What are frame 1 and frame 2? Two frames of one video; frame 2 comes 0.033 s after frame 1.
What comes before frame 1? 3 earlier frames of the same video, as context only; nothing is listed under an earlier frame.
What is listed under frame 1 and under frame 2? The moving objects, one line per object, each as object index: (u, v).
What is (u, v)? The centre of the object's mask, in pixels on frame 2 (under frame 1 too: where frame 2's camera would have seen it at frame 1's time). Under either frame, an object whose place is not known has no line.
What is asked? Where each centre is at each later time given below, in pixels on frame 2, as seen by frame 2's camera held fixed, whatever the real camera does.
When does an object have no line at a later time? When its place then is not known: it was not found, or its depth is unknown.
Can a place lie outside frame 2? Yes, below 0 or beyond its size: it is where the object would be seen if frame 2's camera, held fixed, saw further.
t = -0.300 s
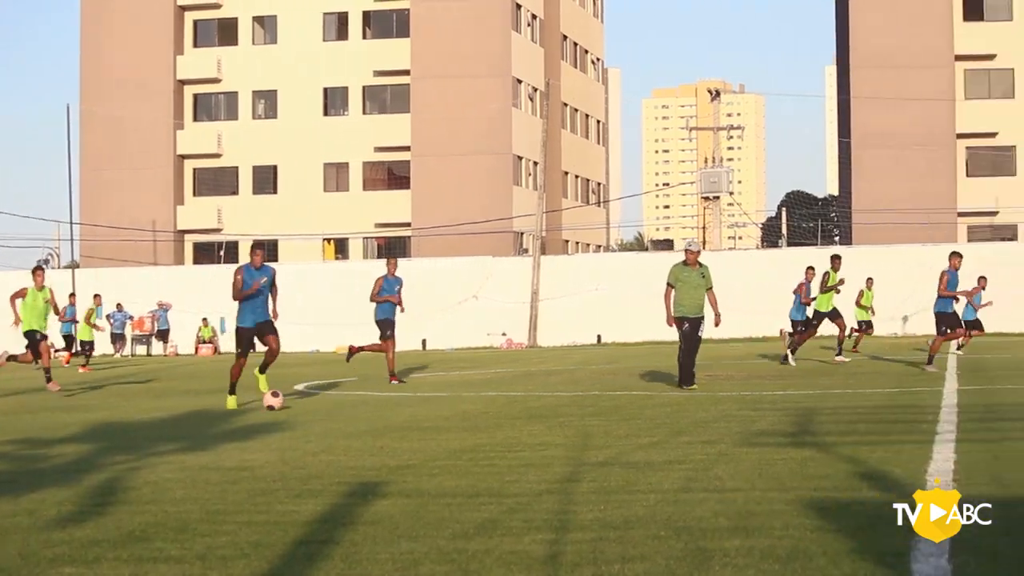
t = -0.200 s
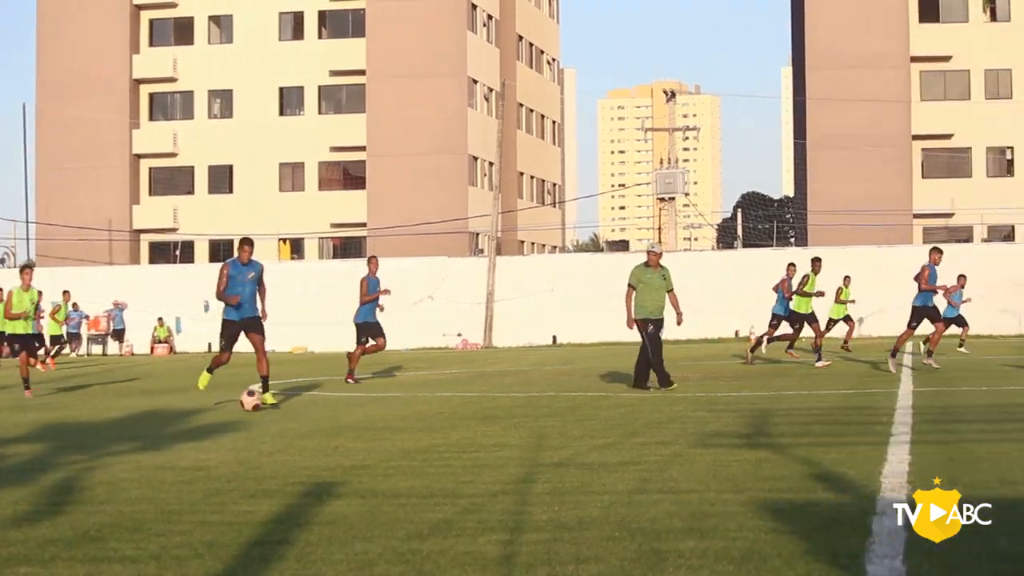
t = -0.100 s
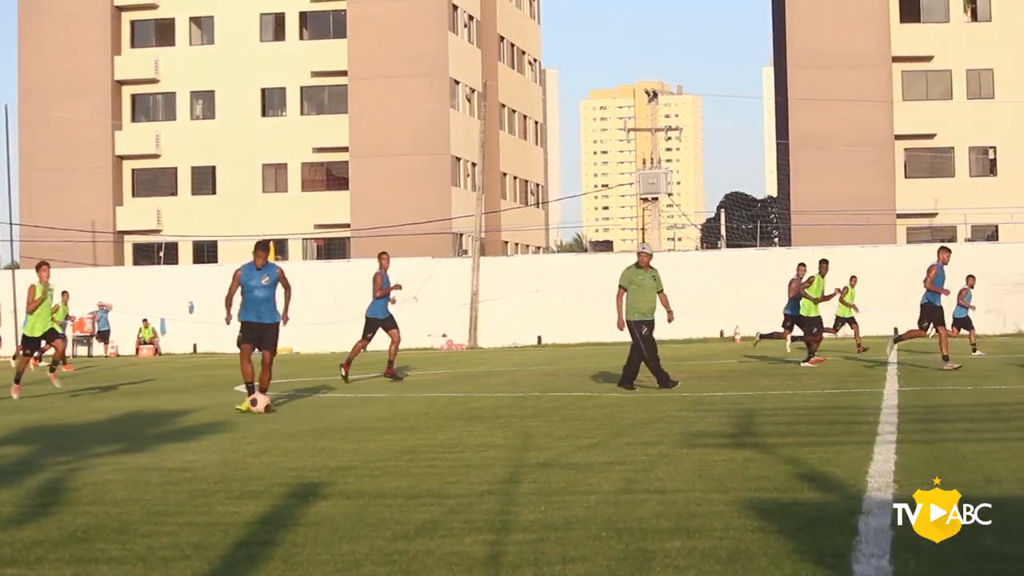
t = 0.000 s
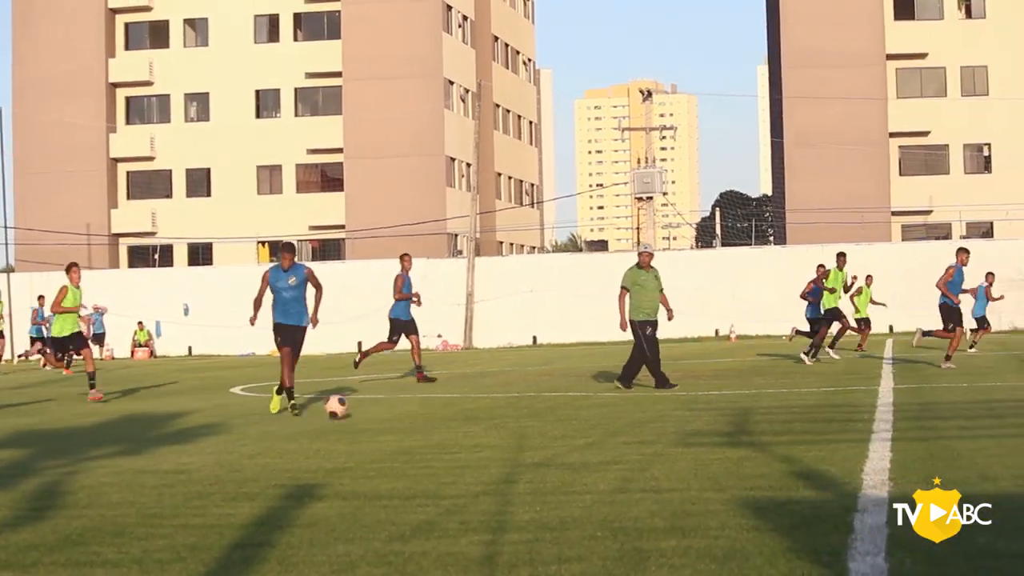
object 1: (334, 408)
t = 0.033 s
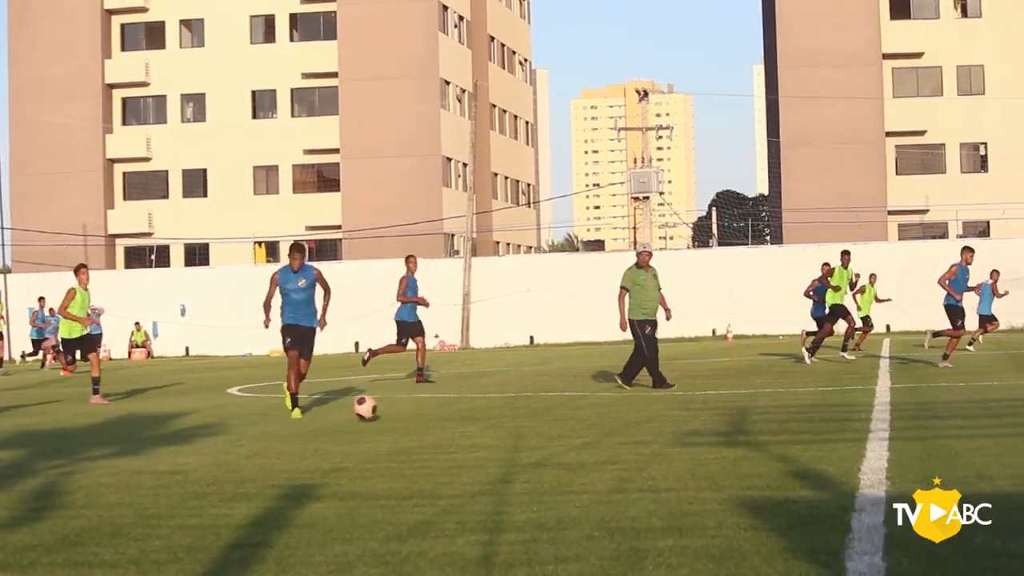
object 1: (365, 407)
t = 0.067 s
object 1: (397, 409)
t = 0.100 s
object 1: (429, 411)
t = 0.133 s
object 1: (465, 415)
